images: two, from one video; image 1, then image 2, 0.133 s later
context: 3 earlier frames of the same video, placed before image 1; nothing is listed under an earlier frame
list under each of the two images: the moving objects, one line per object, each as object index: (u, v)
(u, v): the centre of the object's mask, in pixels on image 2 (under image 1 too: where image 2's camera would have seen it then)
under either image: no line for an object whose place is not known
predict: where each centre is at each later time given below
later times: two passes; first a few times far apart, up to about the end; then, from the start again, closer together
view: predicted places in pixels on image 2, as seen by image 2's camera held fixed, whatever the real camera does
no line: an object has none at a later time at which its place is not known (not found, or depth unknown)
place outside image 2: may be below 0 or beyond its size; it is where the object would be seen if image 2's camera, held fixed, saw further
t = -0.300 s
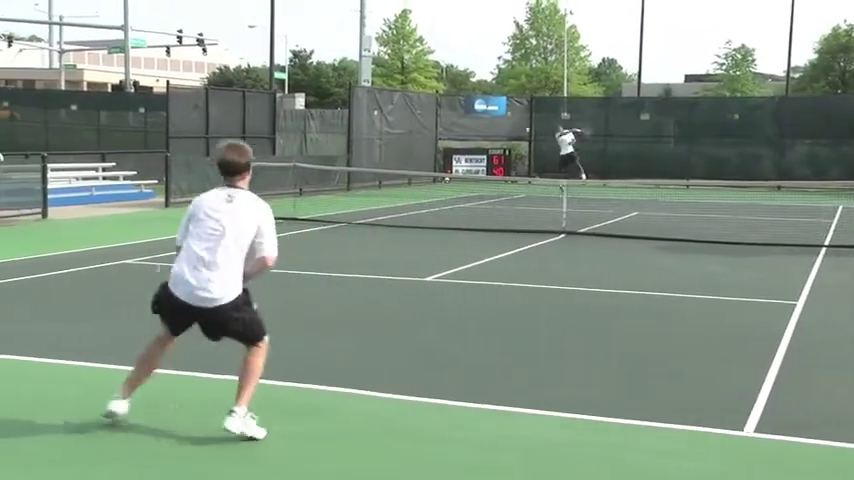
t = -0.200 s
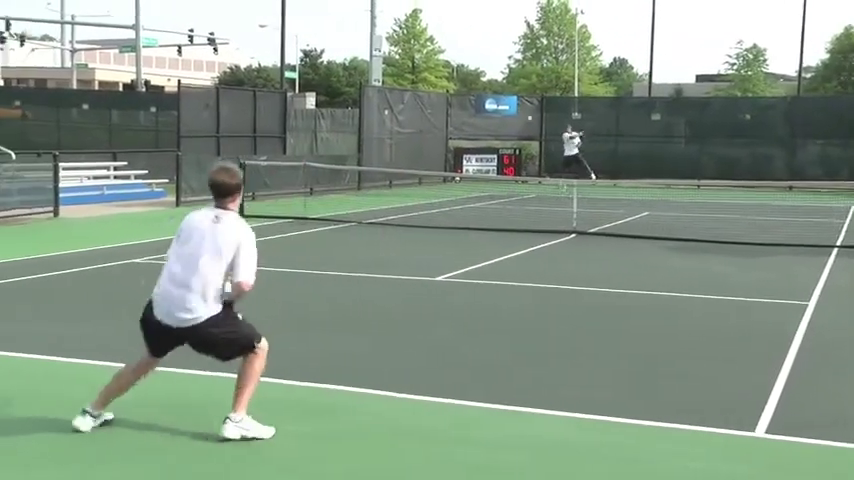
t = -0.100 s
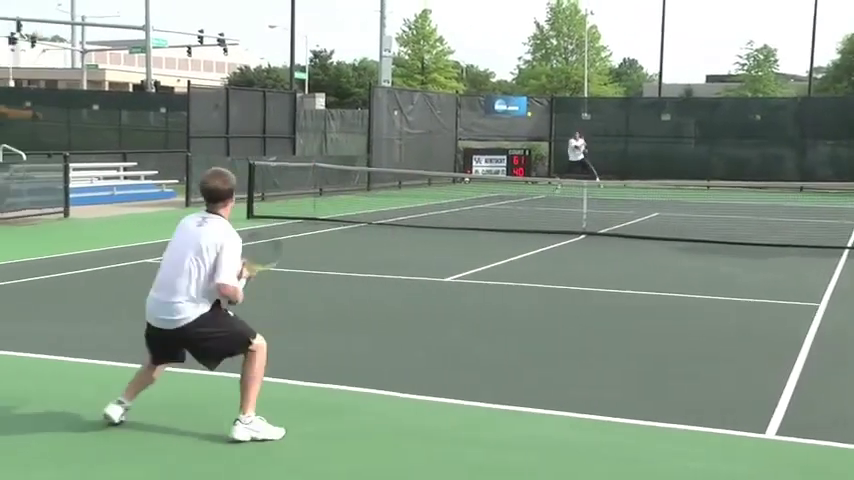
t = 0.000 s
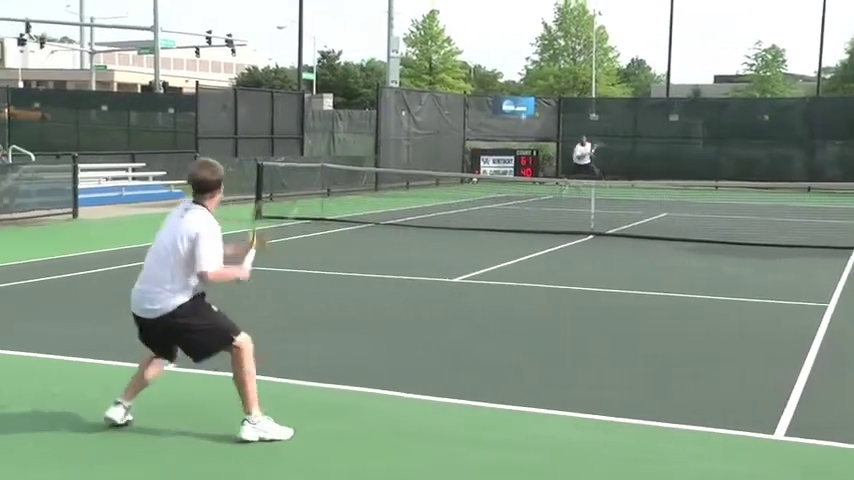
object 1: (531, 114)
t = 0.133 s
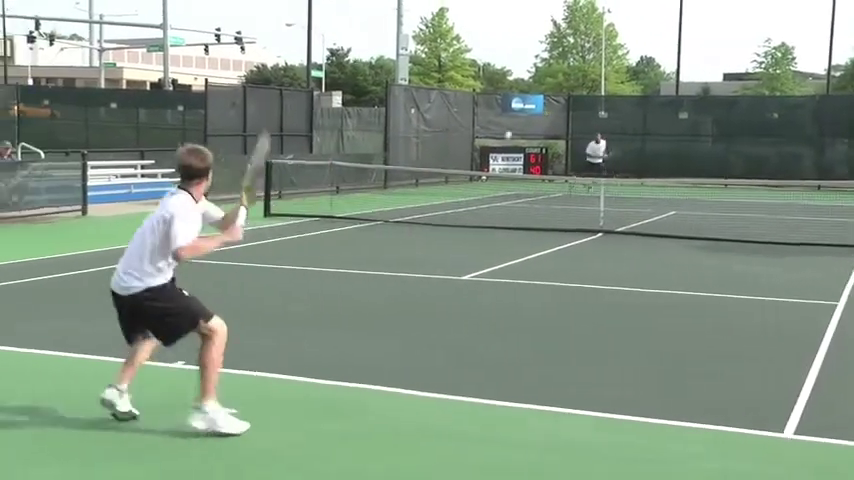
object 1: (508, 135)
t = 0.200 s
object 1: (491, 154)
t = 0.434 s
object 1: (398, 320)
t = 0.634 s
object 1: (299, 255)
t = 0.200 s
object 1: (491, 154)
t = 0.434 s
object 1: (398, 320)
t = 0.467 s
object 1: (383, 328)
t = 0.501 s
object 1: (370, 312)
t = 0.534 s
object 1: (355, 297)
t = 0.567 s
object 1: (338, 283)
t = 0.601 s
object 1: (320, 268)
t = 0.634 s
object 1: (299, 255)
